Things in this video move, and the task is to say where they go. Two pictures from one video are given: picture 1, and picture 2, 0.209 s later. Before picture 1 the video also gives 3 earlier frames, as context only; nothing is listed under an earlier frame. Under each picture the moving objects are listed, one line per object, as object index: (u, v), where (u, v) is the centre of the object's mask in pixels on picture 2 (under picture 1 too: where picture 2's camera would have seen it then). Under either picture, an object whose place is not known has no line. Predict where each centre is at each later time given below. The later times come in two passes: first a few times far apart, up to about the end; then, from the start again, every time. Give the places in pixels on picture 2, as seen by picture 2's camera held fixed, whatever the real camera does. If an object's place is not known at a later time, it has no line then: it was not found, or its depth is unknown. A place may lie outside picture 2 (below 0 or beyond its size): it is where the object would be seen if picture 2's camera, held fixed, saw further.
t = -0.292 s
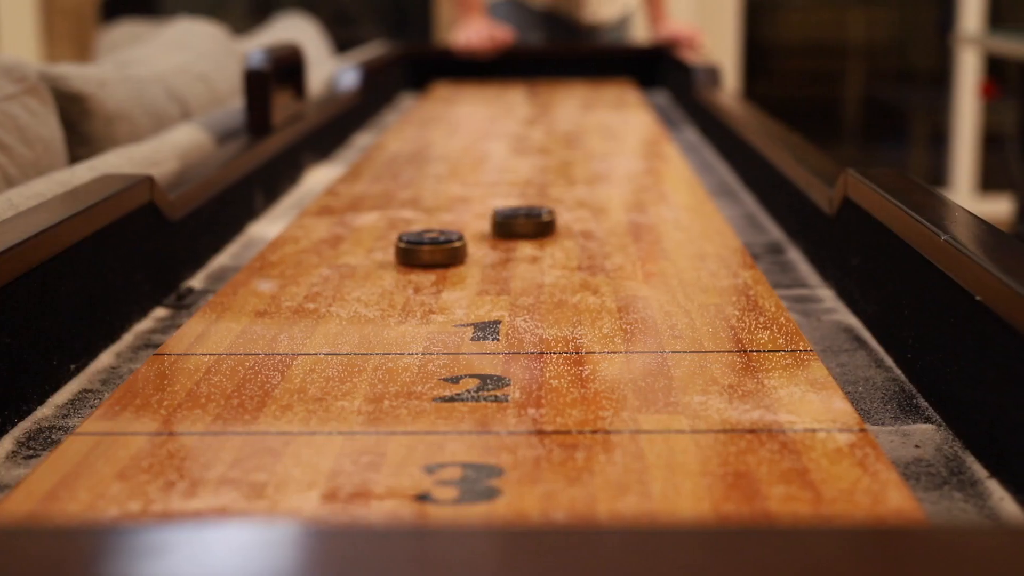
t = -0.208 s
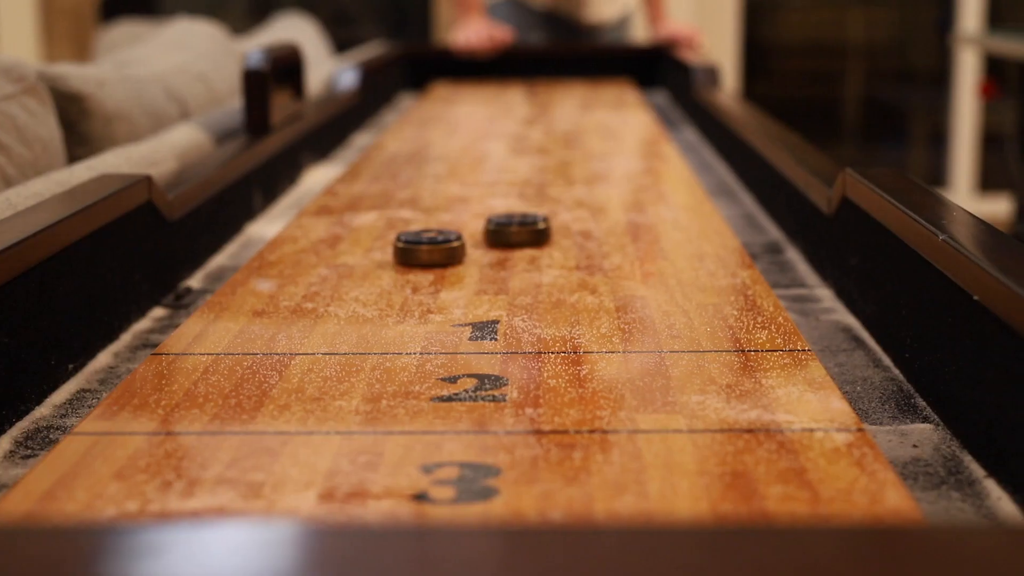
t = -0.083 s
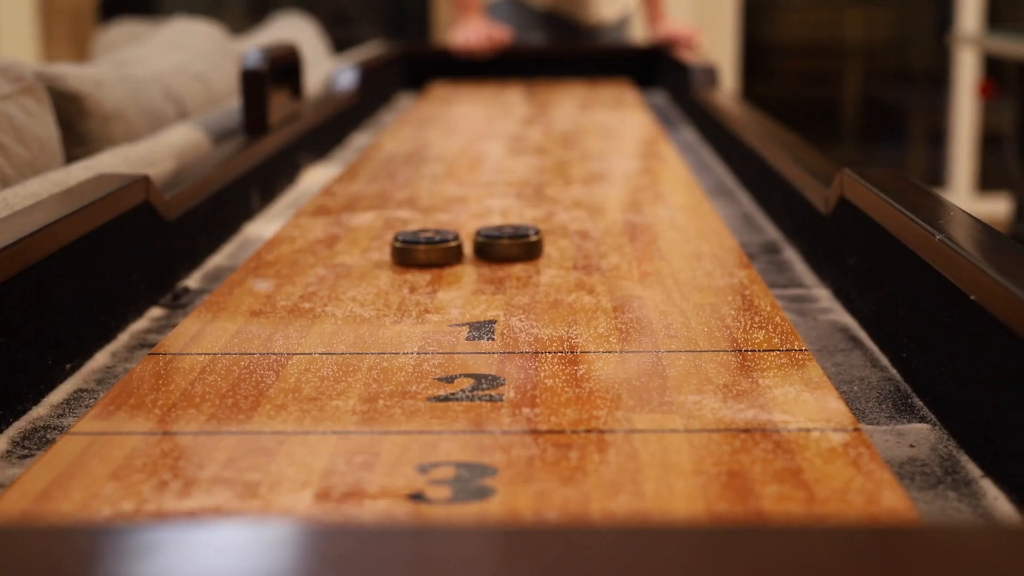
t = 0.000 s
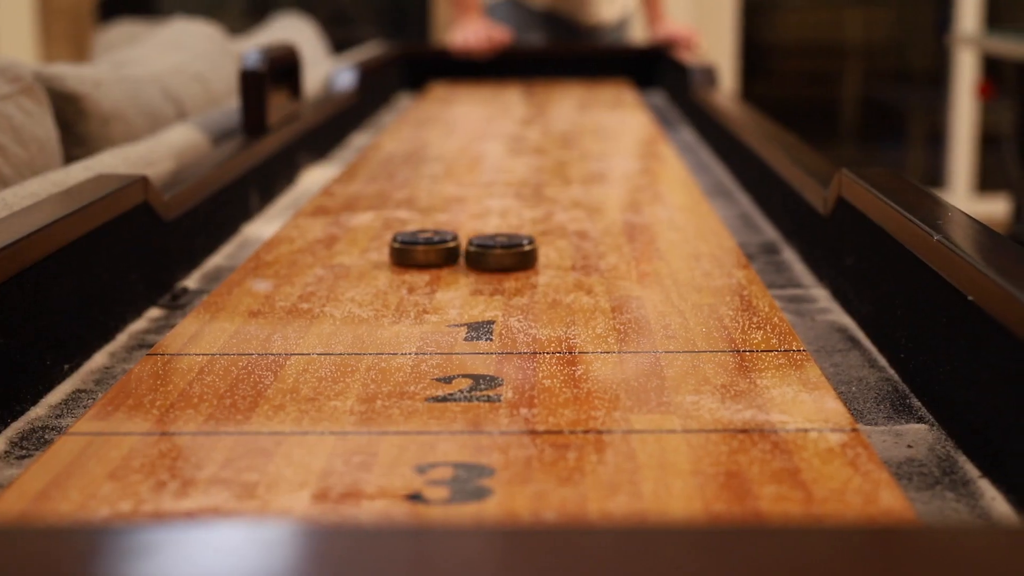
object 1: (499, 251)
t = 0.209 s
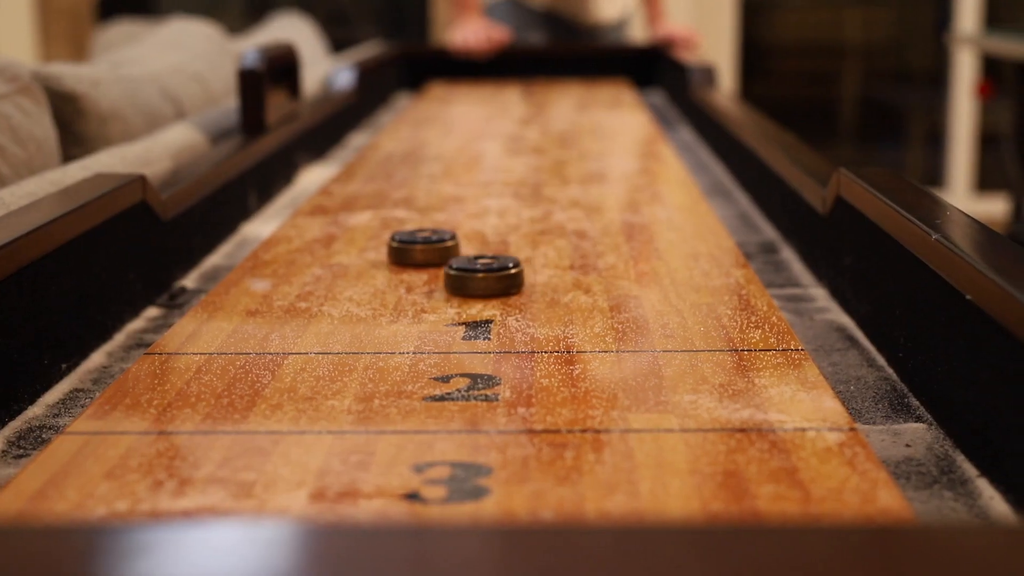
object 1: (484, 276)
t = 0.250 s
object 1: (481, 281)
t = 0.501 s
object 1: (458, 312)
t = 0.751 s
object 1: (436, 343)
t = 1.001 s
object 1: (416, 370)
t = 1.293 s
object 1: (397, 394)
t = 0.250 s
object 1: (481, 281)
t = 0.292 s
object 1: (477, 286)
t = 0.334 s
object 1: (473, 291)
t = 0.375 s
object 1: (469, 296)
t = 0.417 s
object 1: (465, 302)
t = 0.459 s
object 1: (462, 307)
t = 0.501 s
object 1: (458, 312)
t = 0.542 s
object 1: (454, 318)
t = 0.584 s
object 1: (450, 323)
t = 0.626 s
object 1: (447, 328)
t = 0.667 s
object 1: (443, 333)
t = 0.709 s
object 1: (440, 338)
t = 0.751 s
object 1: (436, 343)
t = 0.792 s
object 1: (433, 348)
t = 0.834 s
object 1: (429, 353)
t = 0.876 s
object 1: (425, 358)
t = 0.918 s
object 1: (422, 362)
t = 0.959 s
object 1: (419, 366)
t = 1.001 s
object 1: (416, 370)
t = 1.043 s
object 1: (413, 374)
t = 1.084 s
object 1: (410, 378)
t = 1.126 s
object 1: (407, 382)
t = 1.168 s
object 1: (405, 385)
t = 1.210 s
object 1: (402, 388)
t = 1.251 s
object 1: (400, 391)
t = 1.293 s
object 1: (397, 394)
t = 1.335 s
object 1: (395, 396)
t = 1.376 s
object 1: (393, 398)
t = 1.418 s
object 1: (391, 401)
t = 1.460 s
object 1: (388, 403)
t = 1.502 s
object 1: (387, 405)
